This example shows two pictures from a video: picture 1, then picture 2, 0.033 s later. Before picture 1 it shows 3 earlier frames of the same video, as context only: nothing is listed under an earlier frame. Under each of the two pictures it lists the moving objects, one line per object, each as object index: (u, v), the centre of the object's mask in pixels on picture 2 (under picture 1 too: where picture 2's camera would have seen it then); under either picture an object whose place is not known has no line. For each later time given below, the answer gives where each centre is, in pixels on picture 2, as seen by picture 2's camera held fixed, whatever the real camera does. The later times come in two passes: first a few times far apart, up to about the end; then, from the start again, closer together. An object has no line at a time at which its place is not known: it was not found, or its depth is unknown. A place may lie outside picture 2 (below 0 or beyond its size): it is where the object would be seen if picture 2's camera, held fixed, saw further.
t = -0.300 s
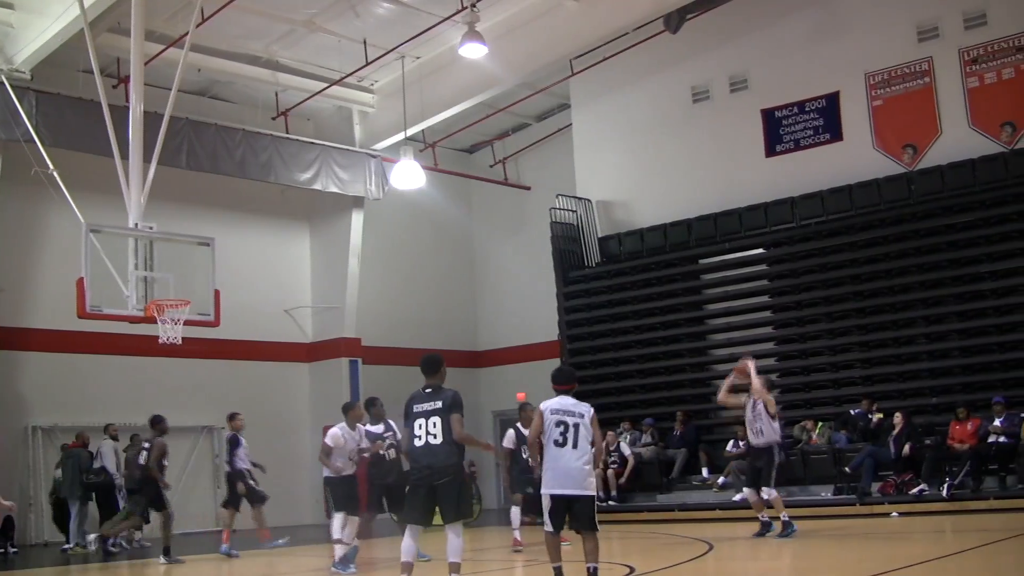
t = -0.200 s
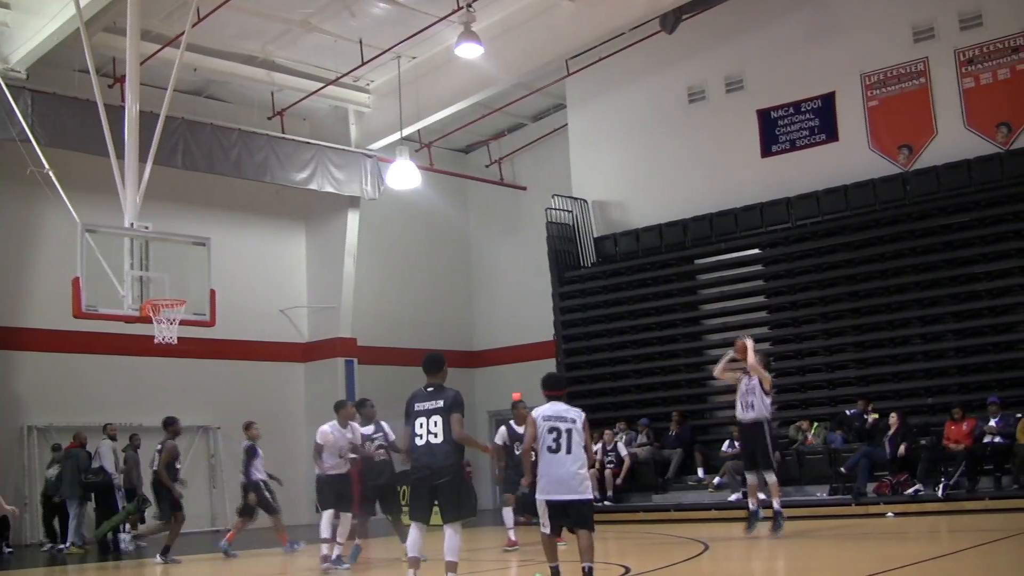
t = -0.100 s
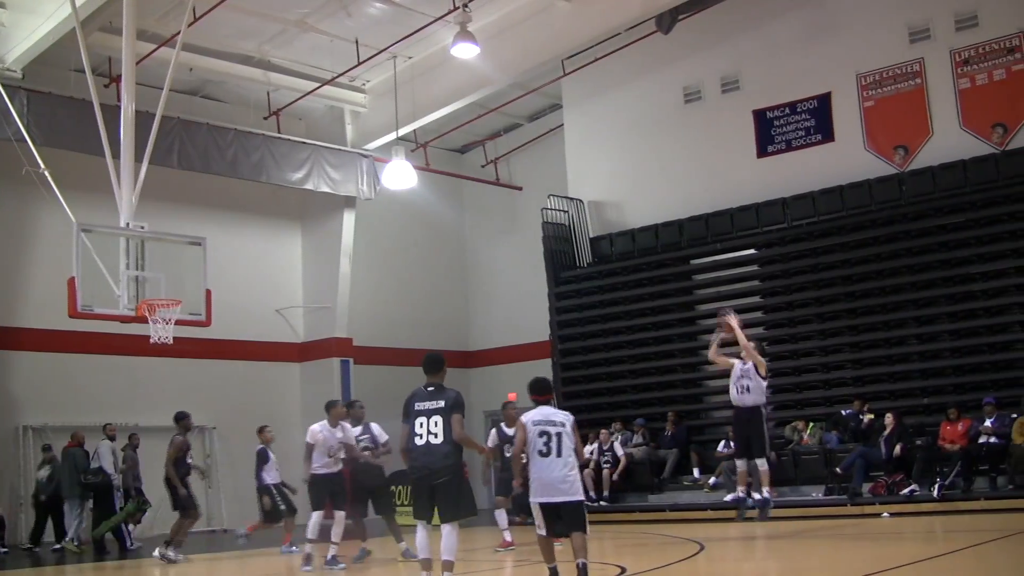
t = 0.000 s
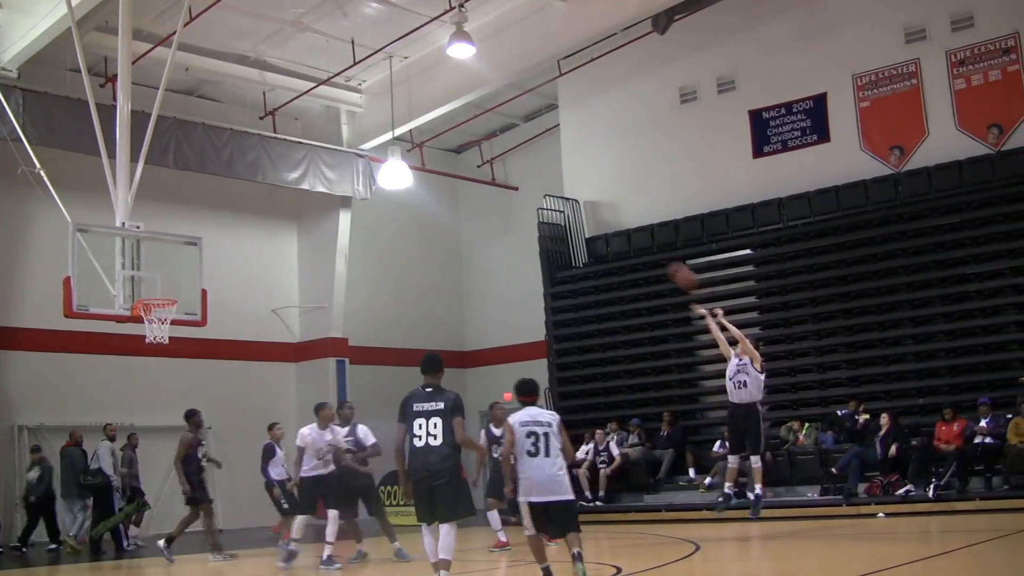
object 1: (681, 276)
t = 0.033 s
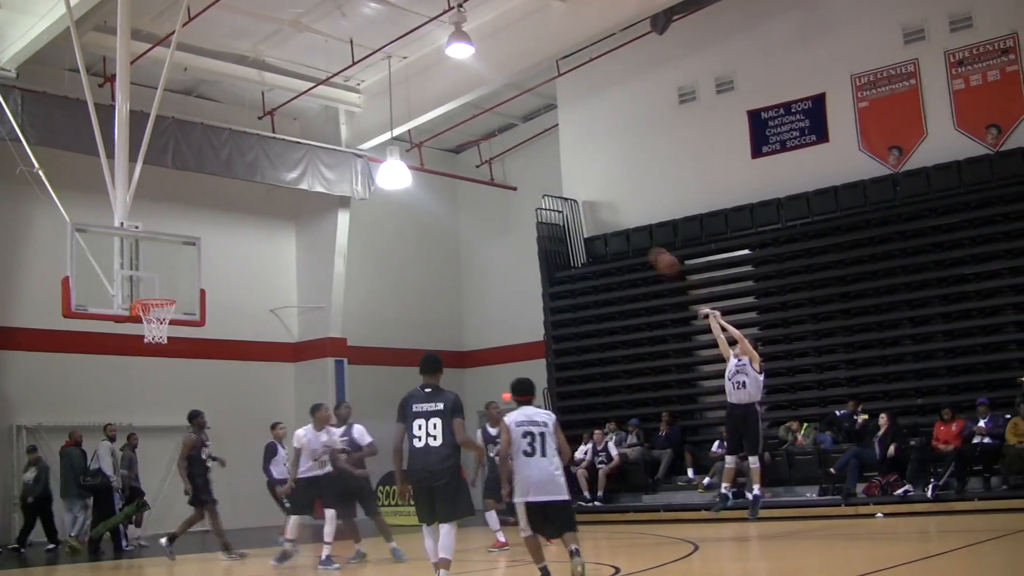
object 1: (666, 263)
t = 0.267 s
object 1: (545, 185)
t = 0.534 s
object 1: (418, 154)
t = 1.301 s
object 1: (127, 280)
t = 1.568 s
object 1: (121, 281)
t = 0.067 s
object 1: (648, 249)
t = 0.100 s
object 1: (631, 236)
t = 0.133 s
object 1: (612, 222)
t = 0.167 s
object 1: (595, 212)
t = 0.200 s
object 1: (581, 202)
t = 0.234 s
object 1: (562, 192)
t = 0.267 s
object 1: (545, 185)
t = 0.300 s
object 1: (529, 178)
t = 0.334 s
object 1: (513, 172)
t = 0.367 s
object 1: (497, 168)
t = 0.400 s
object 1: (478, 163)
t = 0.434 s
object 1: (464, 160)
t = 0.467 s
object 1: (449, 158)
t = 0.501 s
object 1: (433, 156)
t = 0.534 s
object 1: (418, 154)
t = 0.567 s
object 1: (405, 154)
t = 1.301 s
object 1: (127, 280)
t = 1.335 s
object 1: (120, 281)
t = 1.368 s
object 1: (118, 279)
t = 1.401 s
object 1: (119, 277)
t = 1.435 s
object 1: (119, 276)
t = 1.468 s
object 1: (119, 276)
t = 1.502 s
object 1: (120, 277)
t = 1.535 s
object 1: (121, 279)
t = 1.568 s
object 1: (121, 281)
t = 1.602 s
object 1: (122, 285)
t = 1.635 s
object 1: (123, 290)
